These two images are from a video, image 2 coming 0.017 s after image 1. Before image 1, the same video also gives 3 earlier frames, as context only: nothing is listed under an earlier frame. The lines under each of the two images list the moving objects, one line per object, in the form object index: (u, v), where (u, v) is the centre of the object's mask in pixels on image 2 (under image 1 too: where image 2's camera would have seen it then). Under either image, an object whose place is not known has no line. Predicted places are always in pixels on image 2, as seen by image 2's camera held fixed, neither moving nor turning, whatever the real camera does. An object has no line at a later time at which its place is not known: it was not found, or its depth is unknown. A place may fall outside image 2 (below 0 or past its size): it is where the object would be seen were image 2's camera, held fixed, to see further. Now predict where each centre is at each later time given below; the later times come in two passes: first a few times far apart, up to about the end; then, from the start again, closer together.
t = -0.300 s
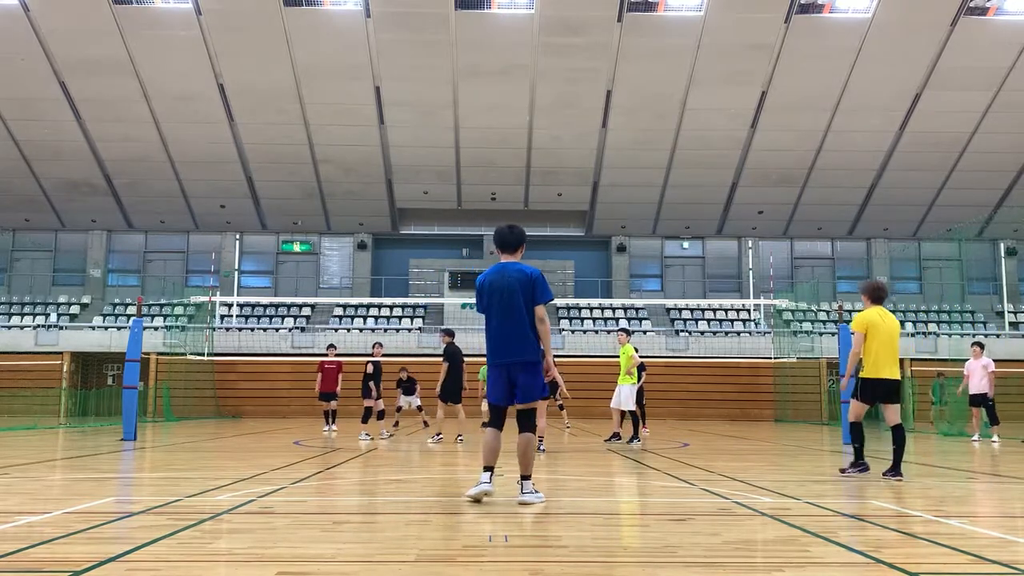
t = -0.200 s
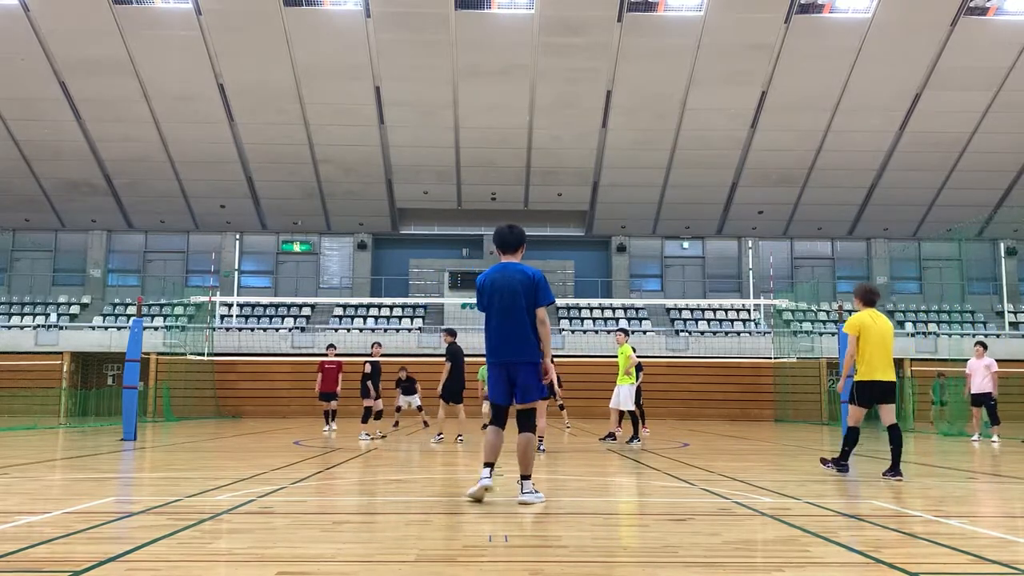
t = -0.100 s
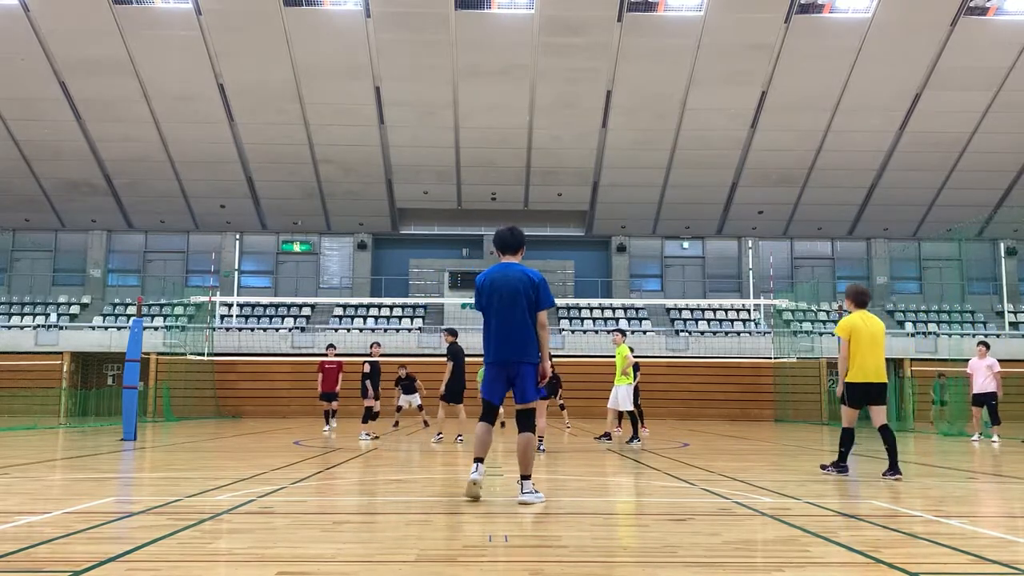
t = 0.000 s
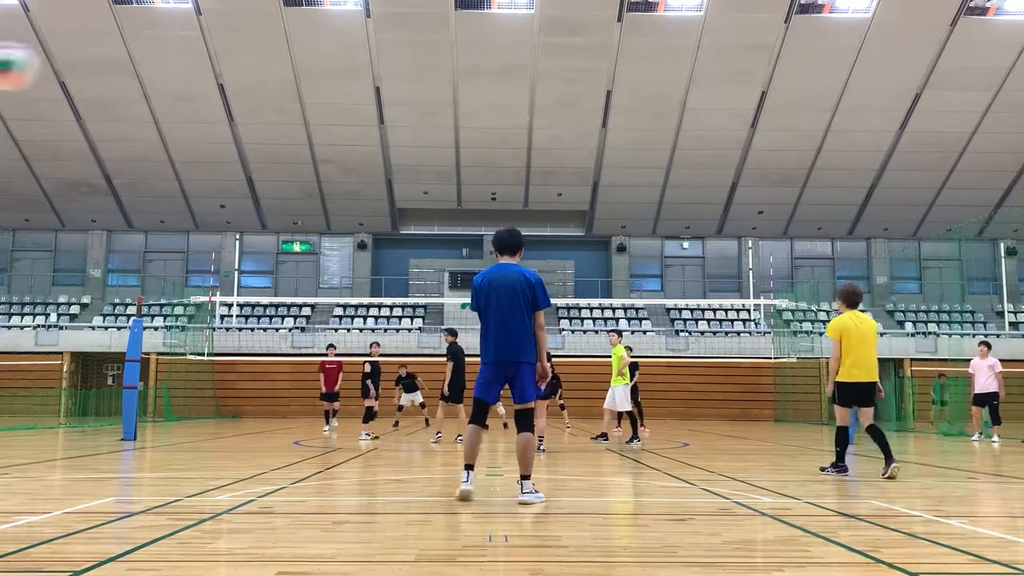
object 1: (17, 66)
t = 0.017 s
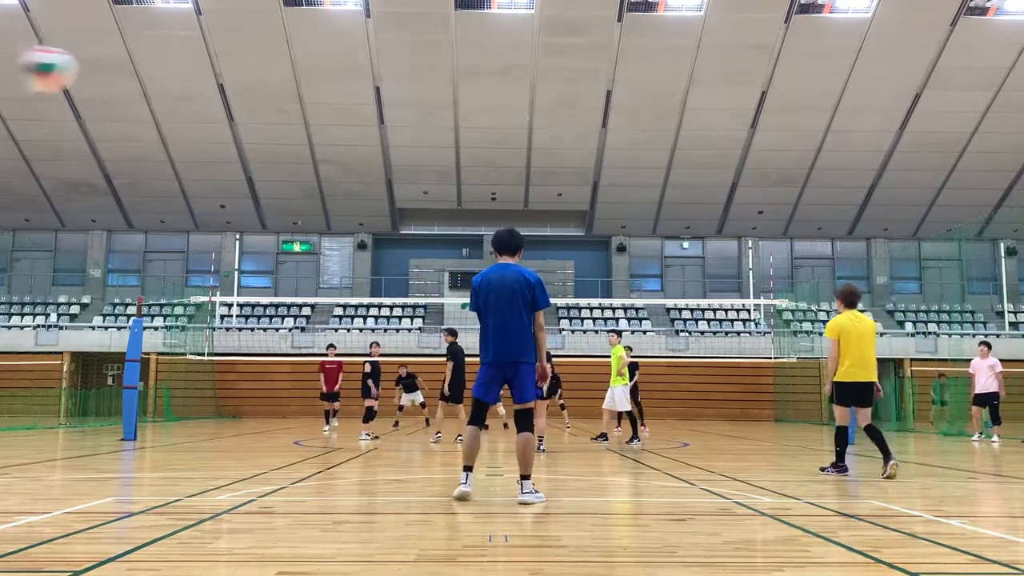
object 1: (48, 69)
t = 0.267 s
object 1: (349, 119)
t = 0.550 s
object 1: (468, 202)
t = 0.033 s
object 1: (83, 71)
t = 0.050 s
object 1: (116, 74)
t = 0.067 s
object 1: (144, 76)
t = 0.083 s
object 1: (170, 79)
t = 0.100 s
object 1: (194, 82)
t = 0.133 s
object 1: (235, 88)
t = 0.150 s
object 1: (253, 91)
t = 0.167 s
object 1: (270, 94)
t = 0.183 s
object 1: (285, 98)
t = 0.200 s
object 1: (299, 102)
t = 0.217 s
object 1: (312, 105)
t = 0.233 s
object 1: (325, 110)
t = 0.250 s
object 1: (337, 115)
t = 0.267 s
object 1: (349, 119)
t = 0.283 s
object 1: (358, 123)
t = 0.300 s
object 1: (368, 127)
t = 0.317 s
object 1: (378, 132)
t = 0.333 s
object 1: (387, 136)
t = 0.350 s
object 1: (396, 141)
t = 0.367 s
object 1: (402, 146)
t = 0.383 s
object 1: (410, 151)
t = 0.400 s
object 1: (418, 156)
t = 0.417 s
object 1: (424, 161)
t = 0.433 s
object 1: (431, 166)
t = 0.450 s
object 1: (437, 171)
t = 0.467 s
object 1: (443, 176)
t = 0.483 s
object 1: (449, 181)
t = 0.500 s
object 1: (455, 186)
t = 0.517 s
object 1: (460, 192)
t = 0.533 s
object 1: (464, 197)
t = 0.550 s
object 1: (468, 202)
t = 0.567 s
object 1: (474, 207)
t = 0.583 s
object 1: (479, 213)
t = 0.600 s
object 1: (482, 218)
